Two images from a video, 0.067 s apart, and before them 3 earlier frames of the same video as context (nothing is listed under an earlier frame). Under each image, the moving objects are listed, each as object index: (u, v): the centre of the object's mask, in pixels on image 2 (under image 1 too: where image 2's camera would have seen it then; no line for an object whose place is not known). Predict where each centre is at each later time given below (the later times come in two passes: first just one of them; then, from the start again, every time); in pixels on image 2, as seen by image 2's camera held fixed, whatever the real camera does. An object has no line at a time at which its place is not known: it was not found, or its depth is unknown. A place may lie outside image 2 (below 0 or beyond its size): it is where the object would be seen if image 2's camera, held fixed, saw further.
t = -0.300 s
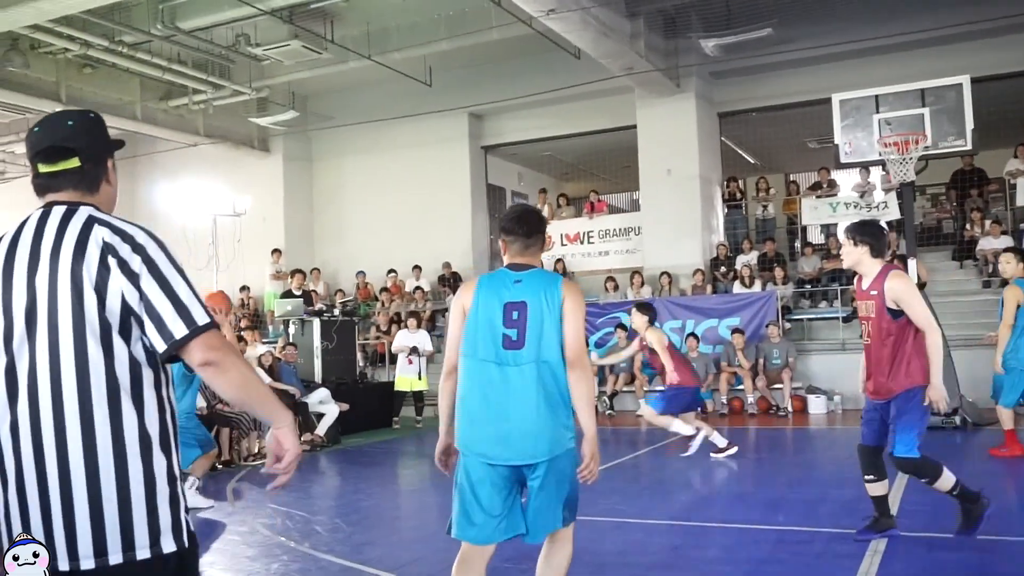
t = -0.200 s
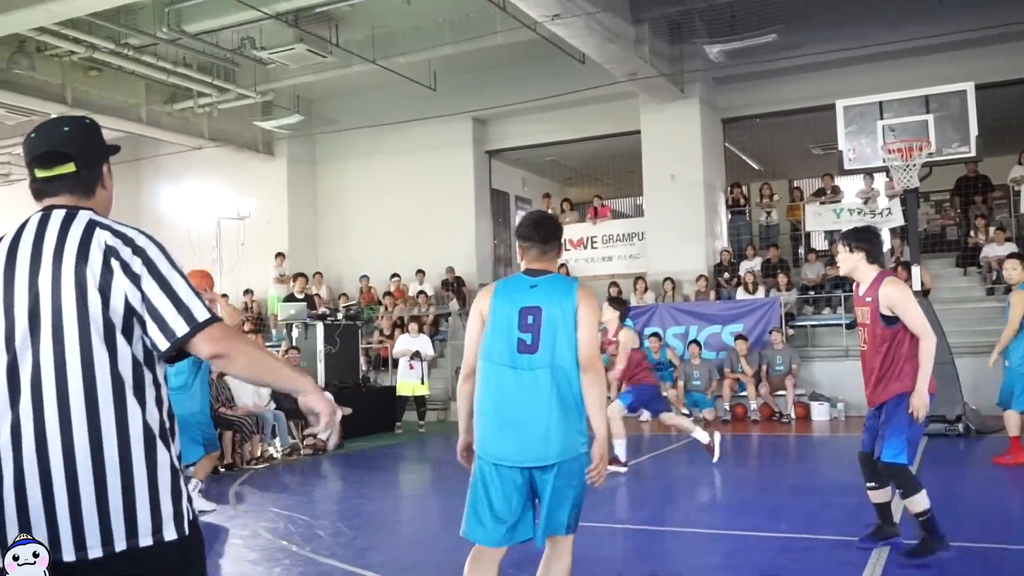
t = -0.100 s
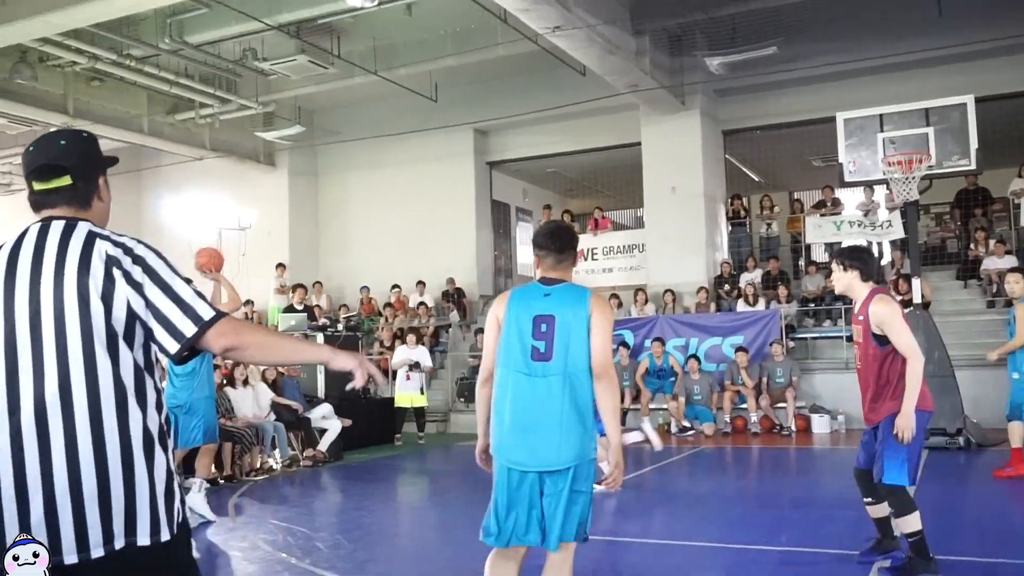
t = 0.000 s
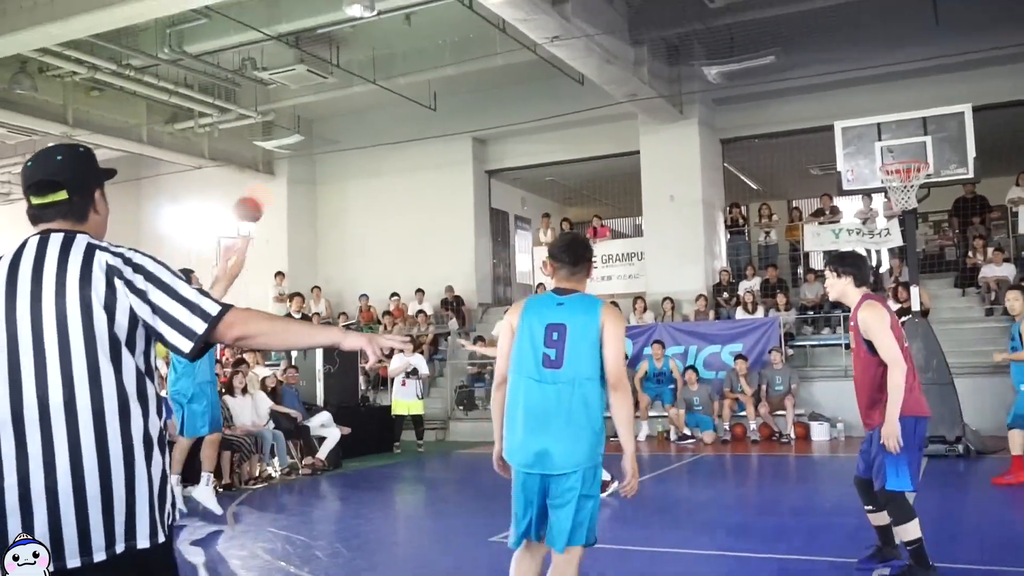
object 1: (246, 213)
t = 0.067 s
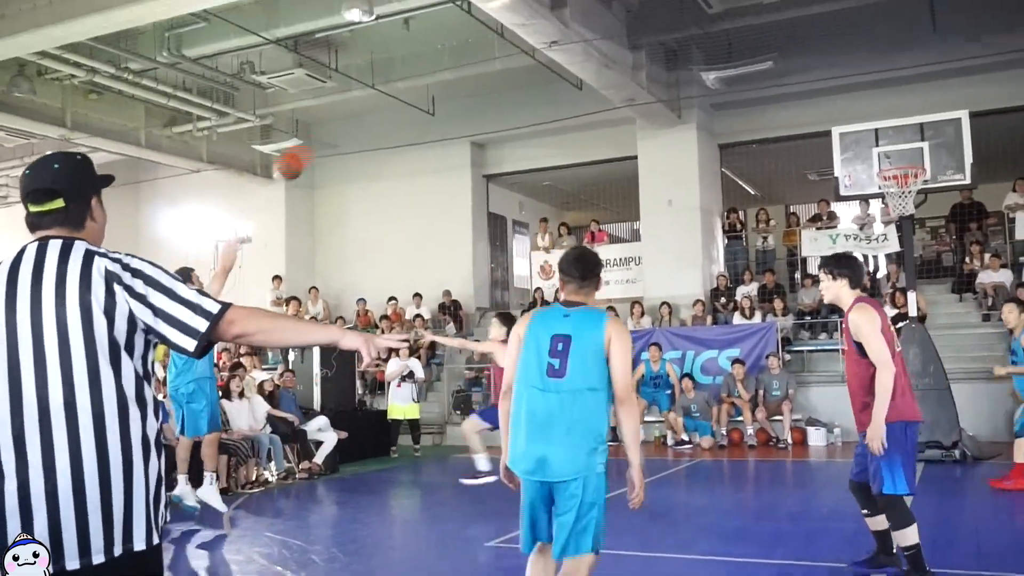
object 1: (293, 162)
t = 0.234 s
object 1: (391, 73)
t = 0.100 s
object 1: (313, 141)
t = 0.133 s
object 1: (332, 123)
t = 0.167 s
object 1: (353, 105)
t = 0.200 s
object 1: (371, 89)
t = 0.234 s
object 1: (391, 73)
